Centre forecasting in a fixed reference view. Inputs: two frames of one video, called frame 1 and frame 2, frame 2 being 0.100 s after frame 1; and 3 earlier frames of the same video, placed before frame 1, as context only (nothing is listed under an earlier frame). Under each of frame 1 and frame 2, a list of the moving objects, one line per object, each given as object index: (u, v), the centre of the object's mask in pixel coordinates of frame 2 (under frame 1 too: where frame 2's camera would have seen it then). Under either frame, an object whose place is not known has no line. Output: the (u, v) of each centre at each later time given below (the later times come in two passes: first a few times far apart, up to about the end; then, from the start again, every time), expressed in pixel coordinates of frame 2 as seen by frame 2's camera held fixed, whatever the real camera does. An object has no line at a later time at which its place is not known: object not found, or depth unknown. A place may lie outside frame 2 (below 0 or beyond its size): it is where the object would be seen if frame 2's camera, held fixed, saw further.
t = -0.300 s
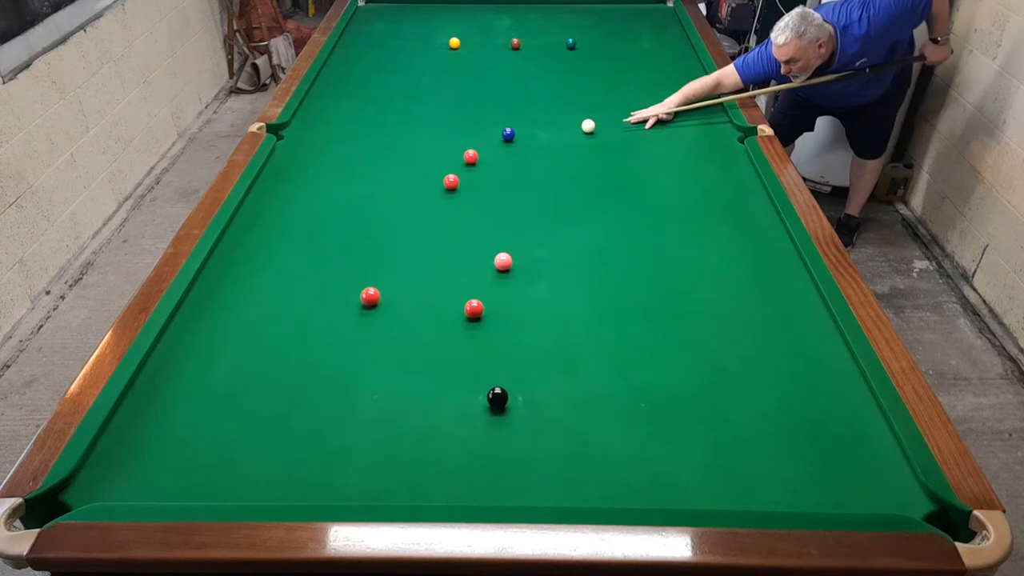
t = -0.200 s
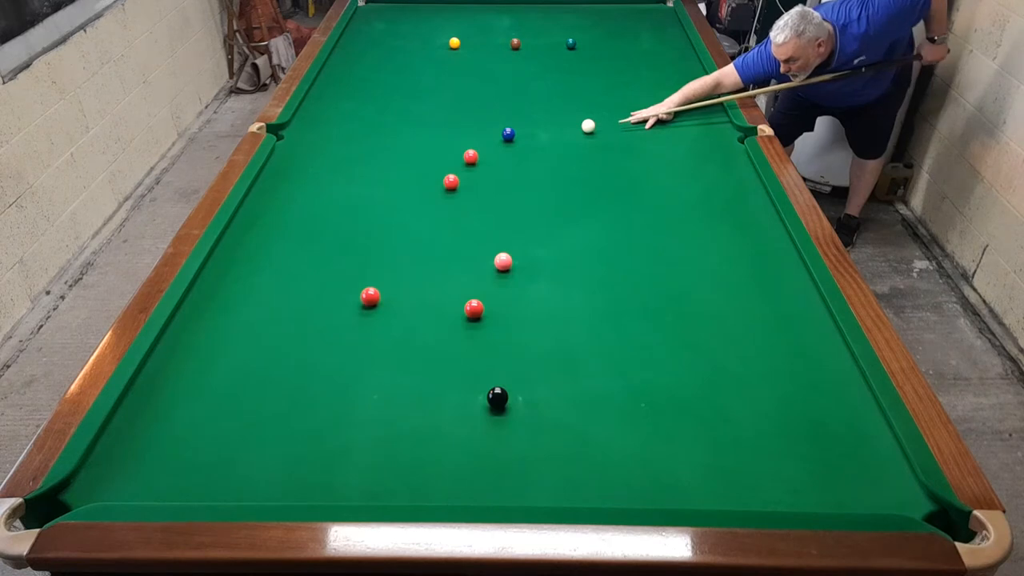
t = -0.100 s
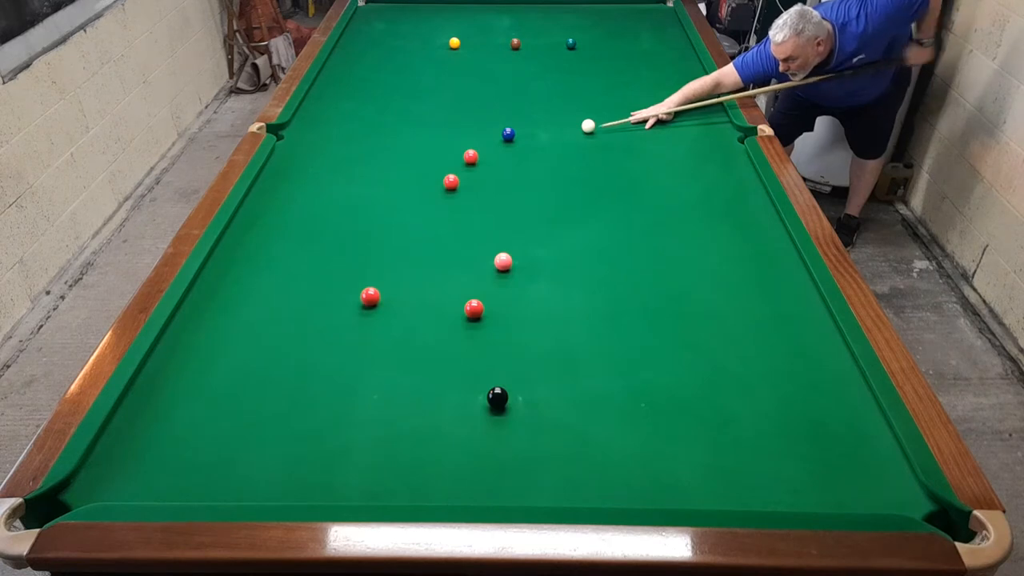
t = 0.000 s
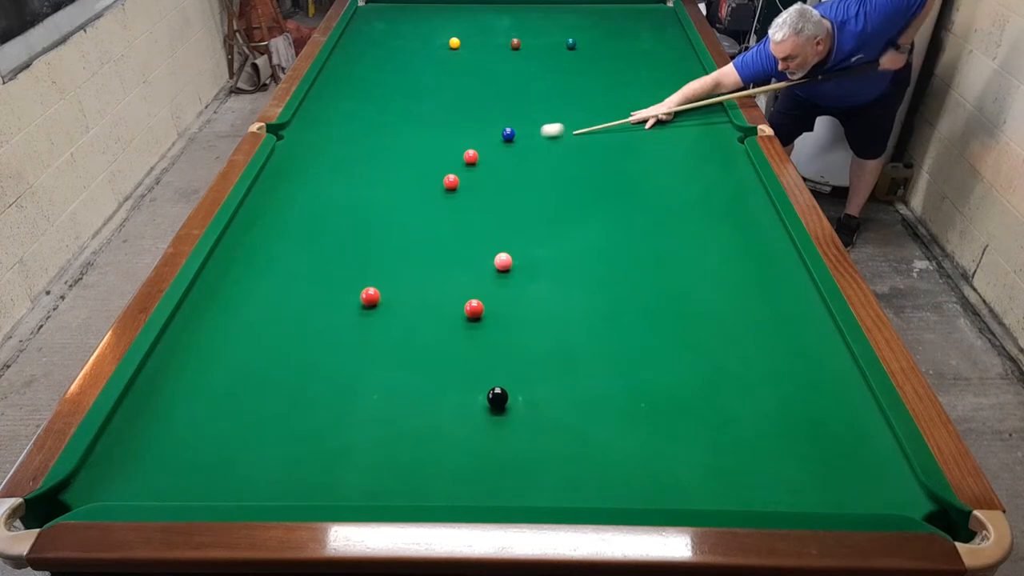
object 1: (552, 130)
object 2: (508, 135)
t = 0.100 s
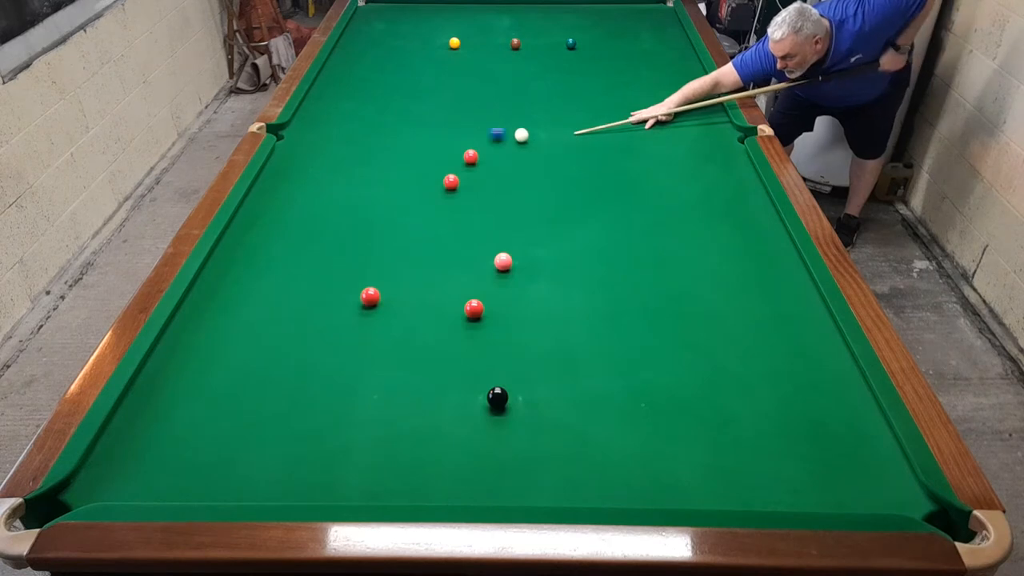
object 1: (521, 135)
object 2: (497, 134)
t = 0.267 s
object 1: (525, 140)
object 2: (440, 134)
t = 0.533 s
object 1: (531, 148)
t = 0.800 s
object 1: (538, 155)
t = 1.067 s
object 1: (544, 162)
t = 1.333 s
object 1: (550, 168)
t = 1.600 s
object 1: (555, 173)
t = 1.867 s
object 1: (560, 177)
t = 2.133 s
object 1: (565, 180)
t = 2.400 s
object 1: (568, 182)
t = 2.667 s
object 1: (569, 183)
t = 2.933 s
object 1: (570, 183)
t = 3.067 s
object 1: (570, 183)
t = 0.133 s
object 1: (522, 136)
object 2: (485, 134)
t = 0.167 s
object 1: (522, 137)
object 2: (473, 134)
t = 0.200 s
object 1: (523, 139)
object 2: (461, 134)
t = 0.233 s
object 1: (524, 140)
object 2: (450, 134)
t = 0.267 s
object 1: (525, 140)
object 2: (440, 134)
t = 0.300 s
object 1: (526, 141)
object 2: (430, 134)
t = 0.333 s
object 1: (526, 142)
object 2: (419, 134)
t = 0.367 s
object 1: (527, 143)
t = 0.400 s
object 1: (528, 144)
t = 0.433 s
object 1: (529, 145)
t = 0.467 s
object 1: (530, 146)
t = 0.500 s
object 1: (530, 147)
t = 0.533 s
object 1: (531, 148)
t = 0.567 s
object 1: (532, 149)
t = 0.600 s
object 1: (533, 150)
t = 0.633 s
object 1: (534, 151)
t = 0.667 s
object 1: (534, 152)
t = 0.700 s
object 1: (535, 153)
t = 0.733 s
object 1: (536, 153)
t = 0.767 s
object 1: (537, 154)
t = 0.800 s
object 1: (538, 155)
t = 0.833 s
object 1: (538, 156)
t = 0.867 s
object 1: (539, 157)
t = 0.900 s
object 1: (540, 158)
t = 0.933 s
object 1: (541, 159)
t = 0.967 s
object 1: (541, 160)
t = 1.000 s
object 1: (542, 160)
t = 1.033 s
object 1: (543, 161)
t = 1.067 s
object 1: (544, 162)
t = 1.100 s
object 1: (545, 163)
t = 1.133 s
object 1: (545, 163)
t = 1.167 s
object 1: (546, 164)
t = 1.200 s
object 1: (547, 165)
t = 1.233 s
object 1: (548, 166)
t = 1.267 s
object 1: (548, 166)
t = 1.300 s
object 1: (549, 167)
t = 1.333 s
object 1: (550, 168)
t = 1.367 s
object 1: (551, 168)
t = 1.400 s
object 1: (551, 169)
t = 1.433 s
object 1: (552, 170)
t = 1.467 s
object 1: (553, 170)
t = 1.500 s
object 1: (553, 171)
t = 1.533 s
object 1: (554, 171)
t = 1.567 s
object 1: (555, 172)
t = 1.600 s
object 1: (555, 173)
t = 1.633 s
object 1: (556, 173)
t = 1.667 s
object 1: (557, 174)
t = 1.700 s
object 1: (558, 175)
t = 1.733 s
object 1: (558, 175)
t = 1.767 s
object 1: (559, 176)
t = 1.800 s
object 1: (559, 176)
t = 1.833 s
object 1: (560, 177)
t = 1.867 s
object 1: (560, 177)
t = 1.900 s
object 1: (561, 177)
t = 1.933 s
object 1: (562, 178)
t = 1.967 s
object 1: (562, 178)
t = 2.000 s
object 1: (563, 179)
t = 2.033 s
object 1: (563, 179)
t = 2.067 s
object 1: (564, 179)
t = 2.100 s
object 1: (564, 180)
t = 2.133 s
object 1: (565, 180)
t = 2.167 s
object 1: (565, 180)
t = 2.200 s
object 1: (565, 181)
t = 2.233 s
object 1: (566, 181)
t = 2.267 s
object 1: (566, 181)
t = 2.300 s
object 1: (567, 181)
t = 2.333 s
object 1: (567, 182)
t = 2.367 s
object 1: (567, 182)
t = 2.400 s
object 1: (568, 182)
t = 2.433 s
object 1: (568, 182)
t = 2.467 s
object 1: (568, 182)
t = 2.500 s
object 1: (568, 183)
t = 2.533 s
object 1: (569, 183)
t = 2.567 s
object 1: (569, 183)
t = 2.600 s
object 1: (569, 183)
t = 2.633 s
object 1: (569, 183)
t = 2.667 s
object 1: (569, 183)
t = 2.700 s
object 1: (569, 183)
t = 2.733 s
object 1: (570, 184)
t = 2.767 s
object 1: (570, 184)
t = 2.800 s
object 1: (570, 184)
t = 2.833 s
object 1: (570, 184)
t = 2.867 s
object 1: (570, 184)
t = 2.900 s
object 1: (570, 184)
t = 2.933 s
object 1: (570, 183)
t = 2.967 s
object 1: (570, 183)
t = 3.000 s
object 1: (570, 183)
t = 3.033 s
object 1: (570, 183)
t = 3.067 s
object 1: (570, 183)
